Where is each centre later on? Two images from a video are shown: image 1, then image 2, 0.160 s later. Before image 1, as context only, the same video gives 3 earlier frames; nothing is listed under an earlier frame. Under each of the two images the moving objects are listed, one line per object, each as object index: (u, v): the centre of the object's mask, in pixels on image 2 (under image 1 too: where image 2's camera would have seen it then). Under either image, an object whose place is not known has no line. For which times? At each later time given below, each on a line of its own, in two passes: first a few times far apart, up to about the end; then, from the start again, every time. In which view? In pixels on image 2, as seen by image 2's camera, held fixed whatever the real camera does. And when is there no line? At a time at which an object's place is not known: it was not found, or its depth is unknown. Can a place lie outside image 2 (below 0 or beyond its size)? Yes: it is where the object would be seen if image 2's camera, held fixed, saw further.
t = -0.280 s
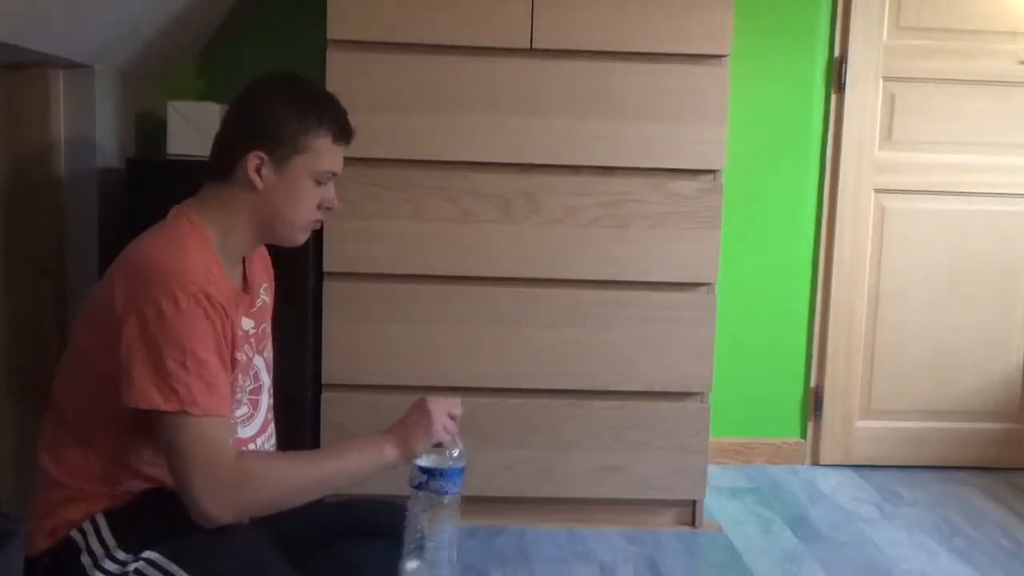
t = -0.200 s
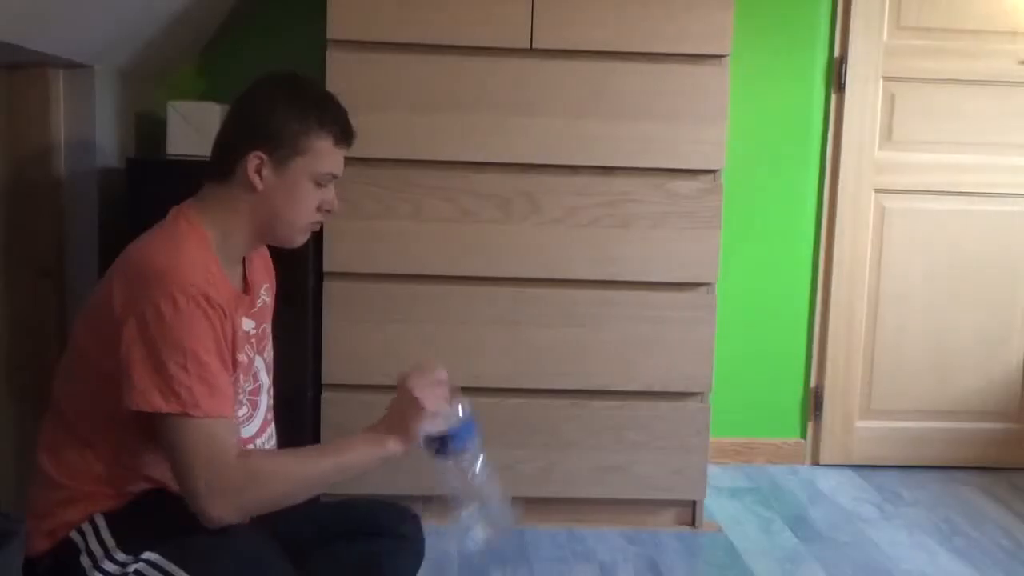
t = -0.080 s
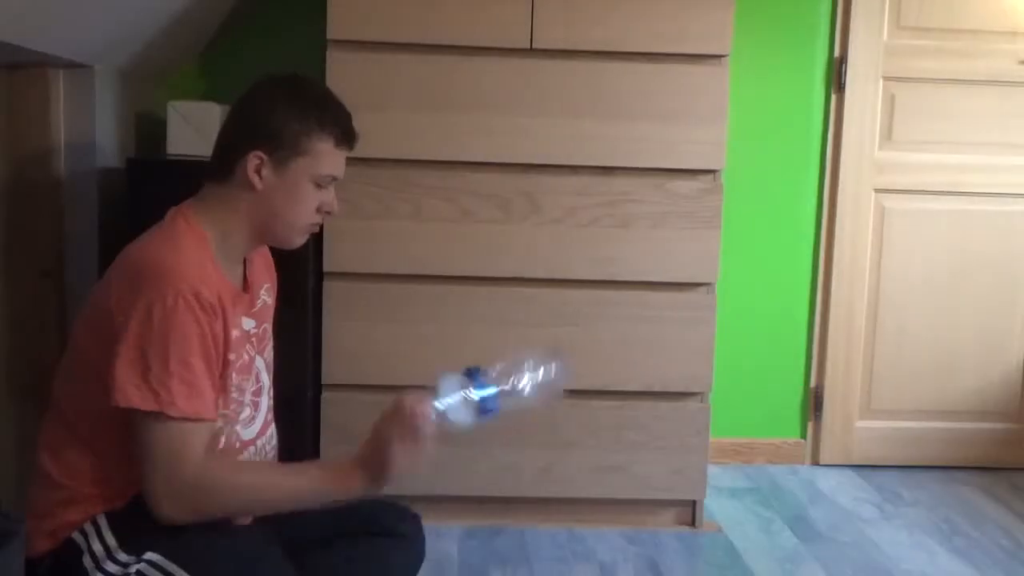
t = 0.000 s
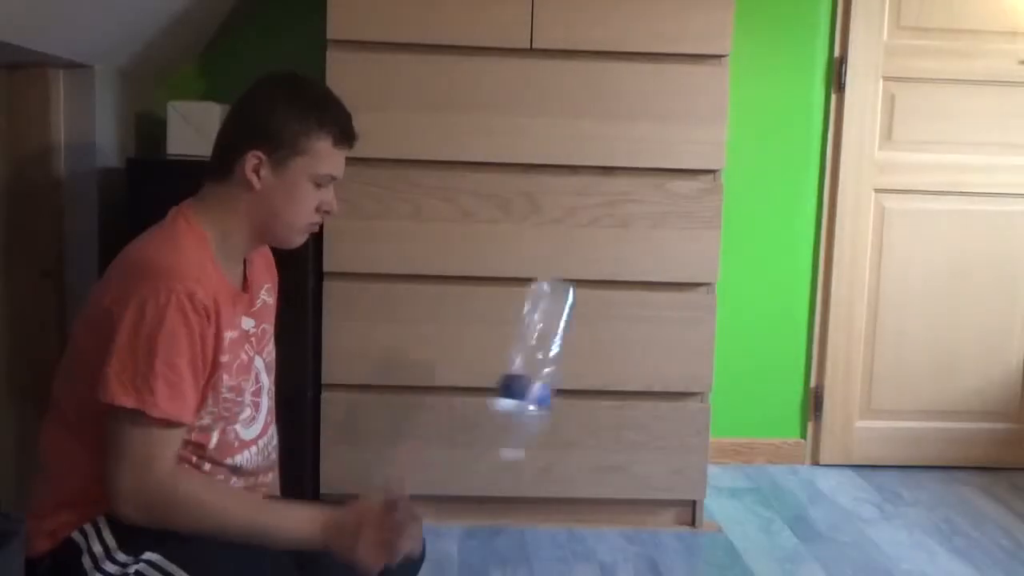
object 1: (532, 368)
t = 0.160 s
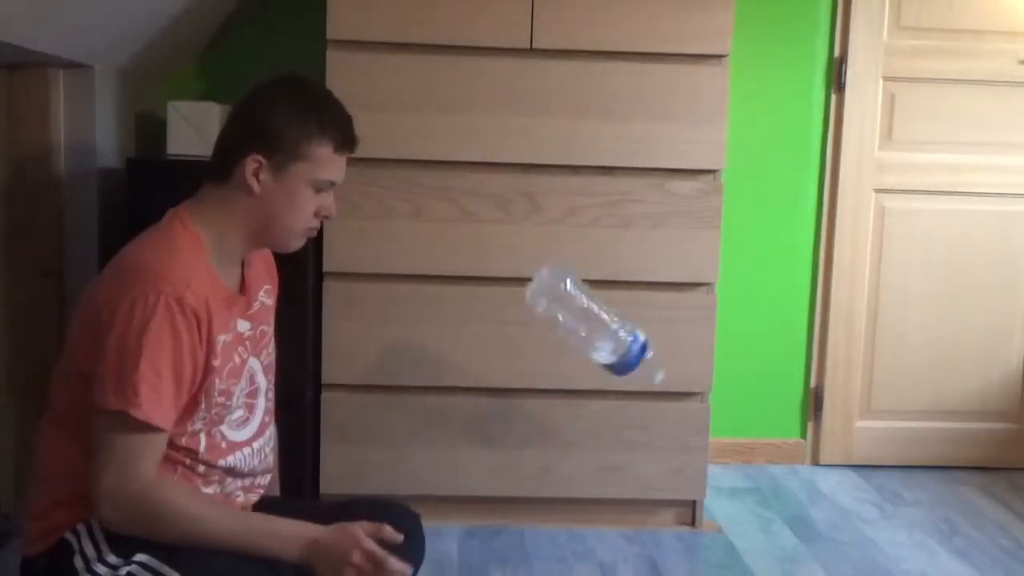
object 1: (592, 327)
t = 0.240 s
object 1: (597, 356)
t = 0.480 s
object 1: (619, 547)
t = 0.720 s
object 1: (625, 560)
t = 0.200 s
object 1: (598, 335)
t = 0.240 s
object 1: (597, 356)
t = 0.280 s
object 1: (597, 388)
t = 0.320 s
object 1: (600, 427)
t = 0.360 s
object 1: (595, 476)
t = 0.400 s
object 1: (608, 514)
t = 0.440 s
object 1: (613, 534)
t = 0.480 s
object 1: (619, 547)
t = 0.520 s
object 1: (621, 560)
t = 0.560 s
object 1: (622, 560)
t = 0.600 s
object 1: (621, 560)
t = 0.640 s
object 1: (620, 560)
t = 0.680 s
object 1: (623, 560)
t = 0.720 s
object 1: (625, 560)
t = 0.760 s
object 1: (625, 560)
